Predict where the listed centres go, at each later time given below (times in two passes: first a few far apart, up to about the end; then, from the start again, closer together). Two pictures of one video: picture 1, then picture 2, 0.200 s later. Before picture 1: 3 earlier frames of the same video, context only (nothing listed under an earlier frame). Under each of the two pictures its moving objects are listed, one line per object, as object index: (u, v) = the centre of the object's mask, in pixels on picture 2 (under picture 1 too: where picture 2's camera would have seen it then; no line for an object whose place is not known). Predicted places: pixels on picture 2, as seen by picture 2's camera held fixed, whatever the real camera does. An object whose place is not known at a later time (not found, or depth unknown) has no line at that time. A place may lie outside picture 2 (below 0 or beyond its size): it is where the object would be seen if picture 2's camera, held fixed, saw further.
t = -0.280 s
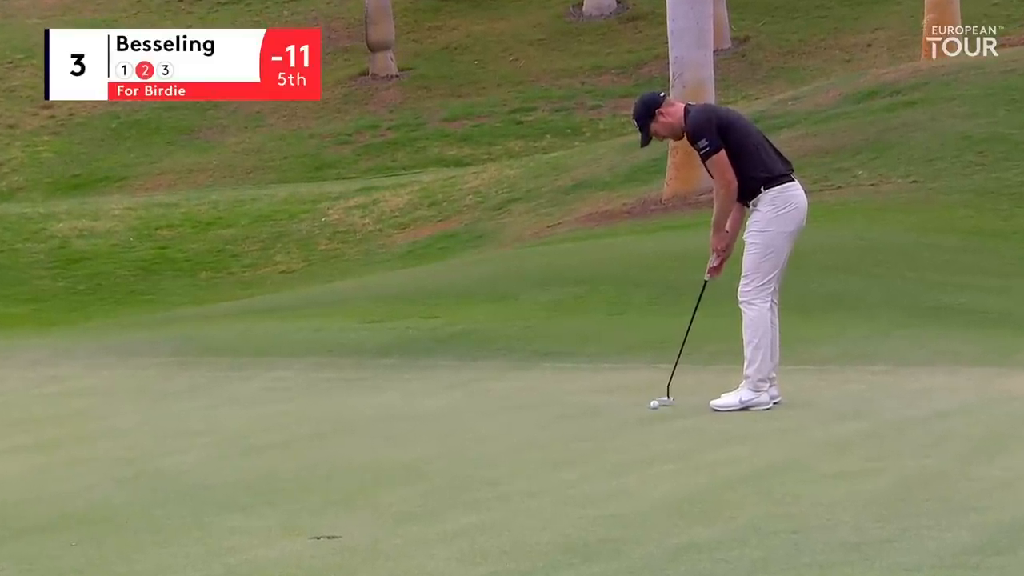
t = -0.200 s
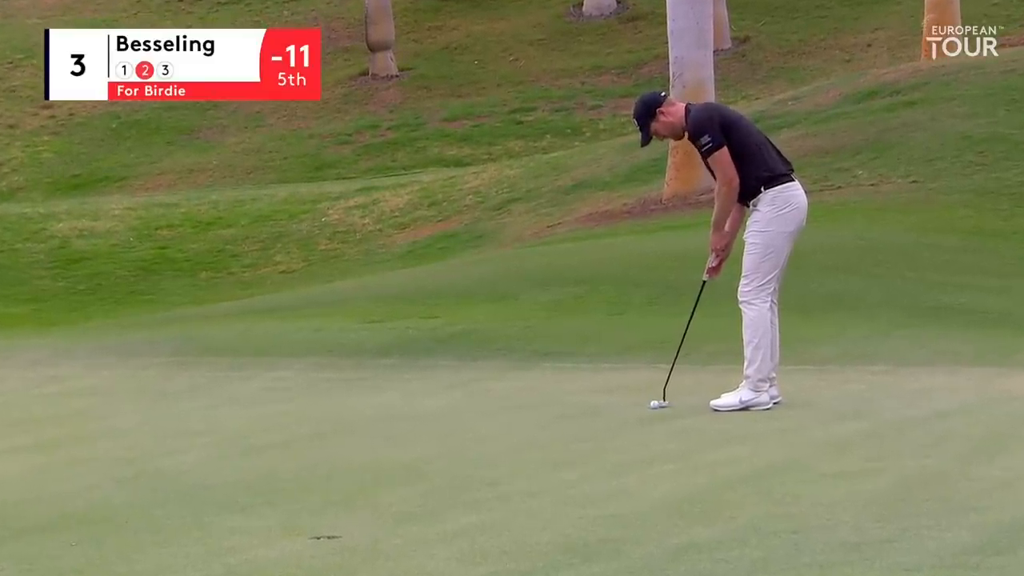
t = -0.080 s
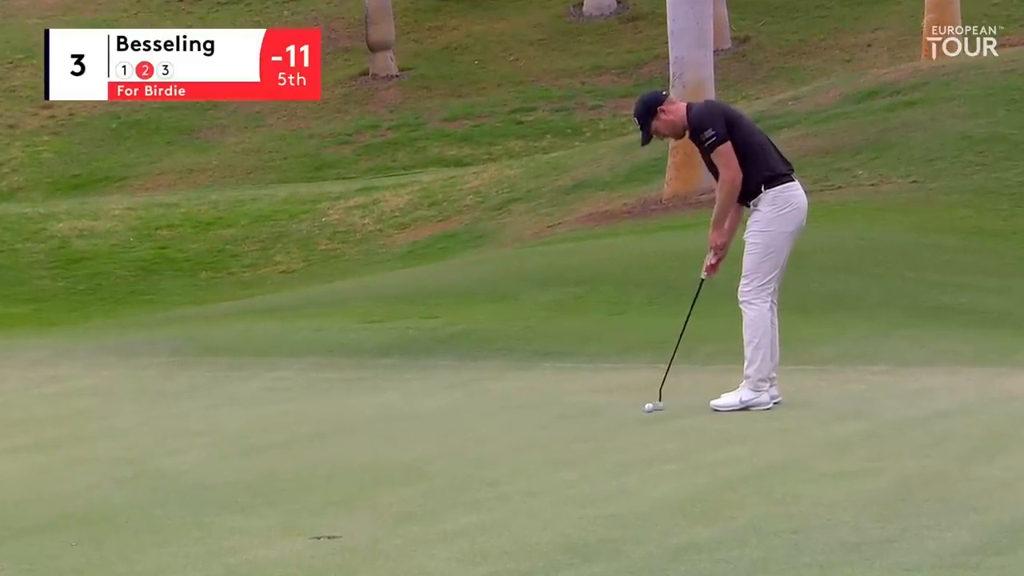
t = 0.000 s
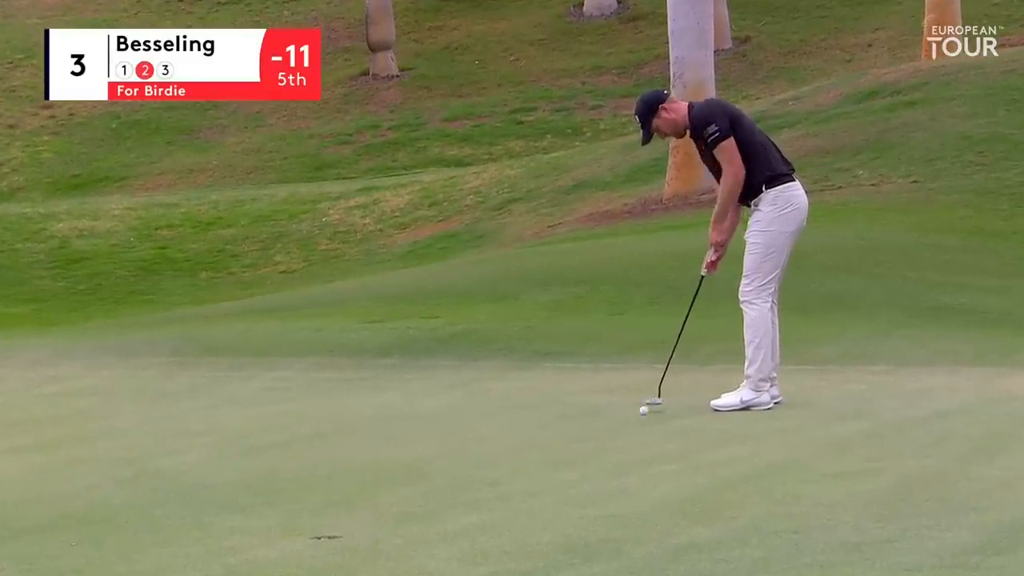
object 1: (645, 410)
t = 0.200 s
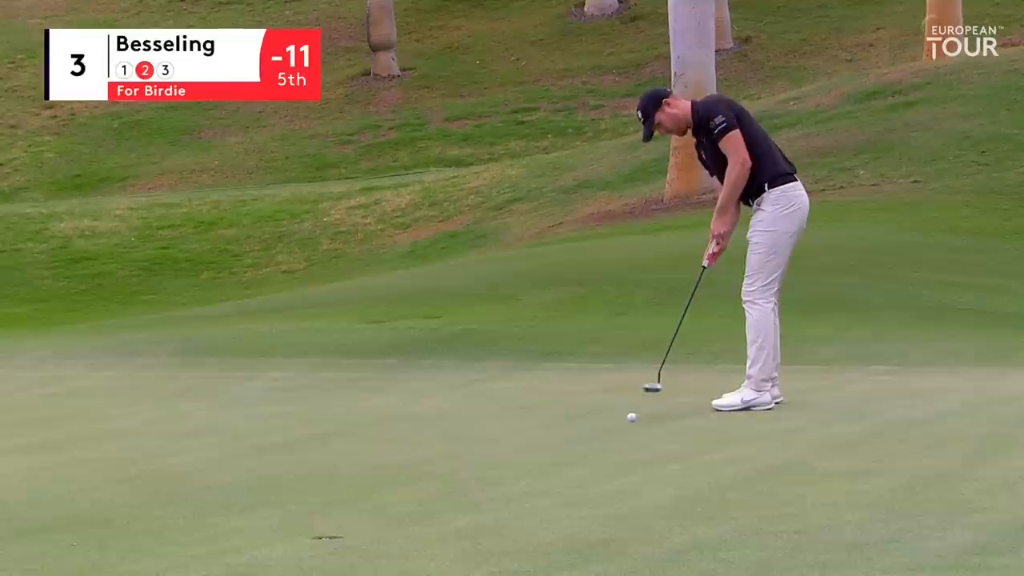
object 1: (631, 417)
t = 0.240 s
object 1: (629, 419)
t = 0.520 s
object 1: (611, 427)
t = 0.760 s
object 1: (595, 434)
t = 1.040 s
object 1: (575, 442)
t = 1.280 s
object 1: (555, 451)
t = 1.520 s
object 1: (534, 458)
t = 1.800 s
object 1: (508, 467)
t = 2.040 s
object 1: (486, 474)
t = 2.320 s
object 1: (460, 483)
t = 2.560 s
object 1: (437, 490)
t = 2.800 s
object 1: (413, 497)
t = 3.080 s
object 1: (387, 504)
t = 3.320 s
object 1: (364, 510)
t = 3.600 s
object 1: (337, 517)
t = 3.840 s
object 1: (315, 522)
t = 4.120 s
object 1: (291, 526)
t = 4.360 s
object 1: (274, 530)
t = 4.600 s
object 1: (261, 532)
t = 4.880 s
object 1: (247, 534)
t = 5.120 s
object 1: (238, 535)
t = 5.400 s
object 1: (230, 537)
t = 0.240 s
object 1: (629, 419)
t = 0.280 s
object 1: (626, 420)
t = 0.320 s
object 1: (623, 421)
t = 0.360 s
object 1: (621, 422)
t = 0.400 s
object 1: (618, 423)
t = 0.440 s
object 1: (616, 425)
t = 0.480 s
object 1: (613, 426)
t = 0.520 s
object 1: (611, 427)
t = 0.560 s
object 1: (609, 429)
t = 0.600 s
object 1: (606, 430)
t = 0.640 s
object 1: (603, 431)
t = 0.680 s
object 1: (600, 432)
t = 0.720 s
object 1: (598, 433)
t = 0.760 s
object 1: (595, 434)
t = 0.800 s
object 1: (592, 436)
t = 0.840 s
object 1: (590, 437)
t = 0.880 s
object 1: (587, 438)
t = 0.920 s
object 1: (584, 439)
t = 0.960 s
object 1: (581, 440)
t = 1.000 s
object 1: (578, 441)
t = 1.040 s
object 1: (575, 442)
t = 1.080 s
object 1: (571, 444)
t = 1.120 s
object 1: (568, 445)
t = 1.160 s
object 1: (565, 447)
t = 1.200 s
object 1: (562, 448)
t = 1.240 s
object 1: (559, 449)
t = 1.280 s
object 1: (555, 451)
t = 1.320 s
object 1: (551, 452)
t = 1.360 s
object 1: (548, 453)
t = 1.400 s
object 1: (545, 454)
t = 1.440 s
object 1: (541, 456)
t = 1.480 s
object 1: (538, 457)
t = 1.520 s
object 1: (534, 458)
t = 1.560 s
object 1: (530, 459)
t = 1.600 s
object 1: (527, 460)
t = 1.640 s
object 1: (523, 462)
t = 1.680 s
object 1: (520, 463)
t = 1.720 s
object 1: (516, 464)
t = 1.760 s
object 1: (512, 465)
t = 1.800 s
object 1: (508, 467)
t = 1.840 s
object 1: (505, 468)
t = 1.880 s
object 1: (501, 469)
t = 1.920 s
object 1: (497, 470)
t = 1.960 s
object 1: (494, 472)
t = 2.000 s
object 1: (490, 473)
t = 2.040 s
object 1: (486, 474)
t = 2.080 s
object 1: (483, 475)
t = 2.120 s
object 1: (479, 477)
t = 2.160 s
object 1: (476, 478)
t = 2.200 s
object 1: (471, 479)
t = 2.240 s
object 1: (468, 481)
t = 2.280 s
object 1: (464, 482)
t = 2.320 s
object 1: (460, 483)
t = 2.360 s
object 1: (456, 484)
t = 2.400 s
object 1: (452, 485)
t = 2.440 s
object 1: (448, 487)
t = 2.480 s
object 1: (444, 488)
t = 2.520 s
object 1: (440, 489)
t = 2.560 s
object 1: (437, 490)
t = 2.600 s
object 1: (433, 491)
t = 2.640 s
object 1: (429, 492)
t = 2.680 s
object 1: (425, 494)
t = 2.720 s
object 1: (421, 495)
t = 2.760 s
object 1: (417, 496)
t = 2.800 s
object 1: (413, 497)
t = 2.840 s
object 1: (410, 498)
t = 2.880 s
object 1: (406, 499)
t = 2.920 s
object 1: (402, 500)
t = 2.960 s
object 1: (398, 501)
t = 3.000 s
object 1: (394, 502)
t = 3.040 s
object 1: (390, 504)
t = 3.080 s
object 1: (387, 504)
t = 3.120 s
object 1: (382, 506)
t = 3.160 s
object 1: (379, 507)
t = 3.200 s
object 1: (375, 508)
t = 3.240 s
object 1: (371, 509)
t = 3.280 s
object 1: (368, 509)
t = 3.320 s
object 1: (364, 510)
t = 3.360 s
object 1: (360, 511)
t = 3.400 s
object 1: (356, 512)
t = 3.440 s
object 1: (353, 513)
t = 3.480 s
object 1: (349, 514)
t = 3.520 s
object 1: (344, 515)
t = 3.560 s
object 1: (341, 516)
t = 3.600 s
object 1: (337, 517)
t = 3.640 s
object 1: (333, 517)
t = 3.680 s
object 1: (330, 519)
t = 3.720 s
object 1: (326, 519)
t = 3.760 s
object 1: (322, 520)
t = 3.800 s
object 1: (318, 521)
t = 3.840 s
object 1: (315, 522)
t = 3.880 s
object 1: (311, 522)
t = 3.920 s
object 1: (307, 523)
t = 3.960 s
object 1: (304, 523)
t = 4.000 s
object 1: (301, 524)
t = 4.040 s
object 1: (297, 525)
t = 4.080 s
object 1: (294, 526)
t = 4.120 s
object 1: (291, 526)
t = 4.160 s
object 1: (288, 527)
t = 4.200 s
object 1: (285, 528)
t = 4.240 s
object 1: (282, 528)
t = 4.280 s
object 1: (279, 529)
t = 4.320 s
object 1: (277, 529)
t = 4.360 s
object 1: (274, 530)
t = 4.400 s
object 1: (272, 530)
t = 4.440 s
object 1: (270, 530)
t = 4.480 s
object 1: (267, 531)
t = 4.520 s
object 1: (265, 531)
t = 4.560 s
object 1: (263, 532)
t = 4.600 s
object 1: (261, 532)
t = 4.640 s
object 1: (259, 532)
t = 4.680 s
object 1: (257, 533)
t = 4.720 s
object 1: (255, 533)
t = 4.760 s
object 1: (253, 534)
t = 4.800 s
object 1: (251, 534)
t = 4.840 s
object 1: (249, 534)
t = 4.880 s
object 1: (247, 534)
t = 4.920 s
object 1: (245, 534)
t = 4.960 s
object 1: (243, 535)
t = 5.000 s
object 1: (242, 535)
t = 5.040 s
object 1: (240, 535)
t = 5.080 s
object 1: (239, 535)
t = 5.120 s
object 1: (238, 535)
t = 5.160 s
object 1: (236, 535)
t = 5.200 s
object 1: (235, 536)
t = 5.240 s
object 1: (234, 536)
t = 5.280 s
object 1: (232, 537)
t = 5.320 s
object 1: (231, 537)
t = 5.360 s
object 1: (230, 537)
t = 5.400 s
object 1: (230, 537)
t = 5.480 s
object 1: (229, 538)
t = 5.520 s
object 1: (229, 538)
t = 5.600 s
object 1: (229, 538)
